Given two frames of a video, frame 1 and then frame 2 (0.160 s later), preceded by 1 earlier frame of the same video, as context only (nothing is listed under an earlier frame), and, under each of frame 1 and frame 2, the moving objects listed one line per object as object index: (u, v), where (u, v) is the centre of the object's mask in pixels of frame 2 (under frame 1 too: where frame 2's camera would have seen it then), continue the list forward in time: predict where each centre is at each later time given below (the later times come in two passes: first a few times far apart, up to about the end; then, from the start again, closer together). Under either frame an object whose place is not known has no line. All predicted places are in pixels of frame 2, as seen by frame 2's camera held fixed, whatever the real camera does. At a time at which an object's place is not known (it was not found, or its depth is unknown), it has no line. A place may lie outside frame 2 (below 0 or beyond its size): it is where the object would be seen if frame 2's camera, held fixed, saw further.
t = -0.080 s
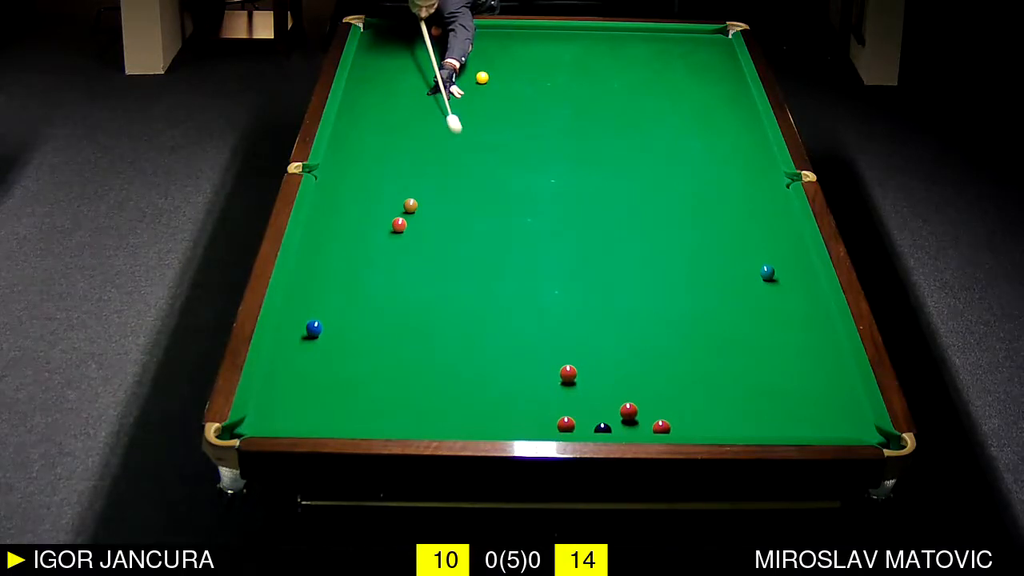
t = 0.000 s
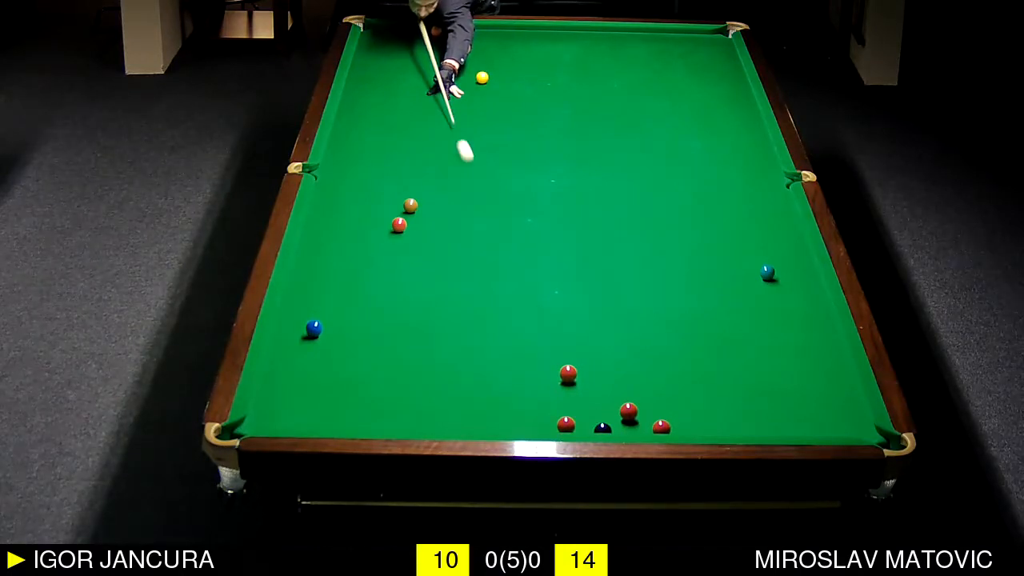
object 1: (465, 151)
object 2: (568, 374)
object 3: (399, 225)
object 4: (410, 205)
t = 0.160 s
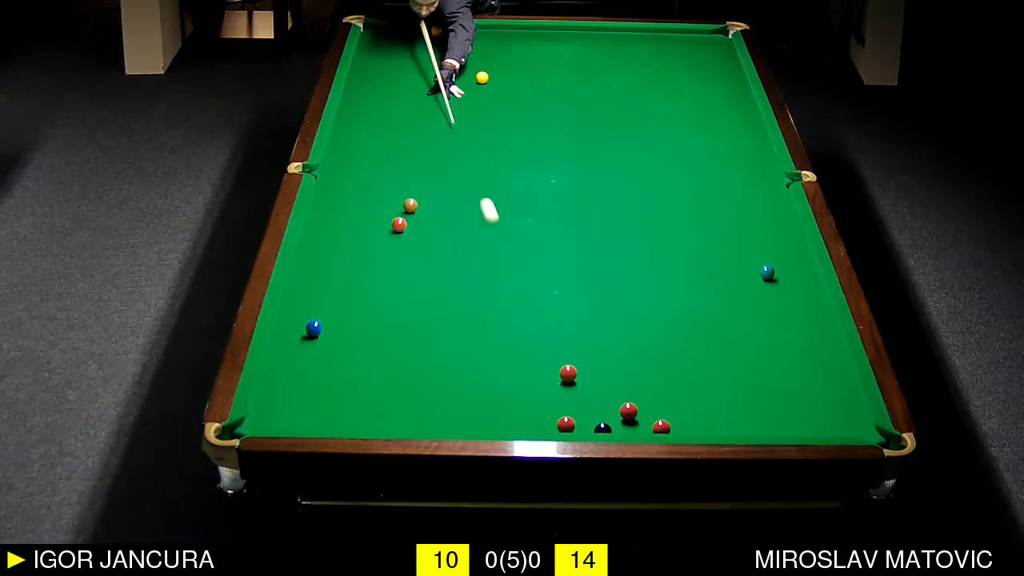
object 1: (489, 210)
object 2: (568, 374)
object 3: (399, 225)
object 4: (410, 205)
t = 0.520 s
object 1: (548, 356)
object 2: (568, 374)
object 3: (399, 225)
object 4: (410, 205)
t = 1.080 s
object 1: (463, 339)
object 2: (762, 427)
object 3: (399, 225)
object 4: (410, 205)
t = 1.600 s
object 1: (410, 244)
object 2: (840, 401)
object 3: (399, 225)
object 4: (410, 205)
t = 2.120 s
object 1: (401, 217)
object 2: (760, 379)
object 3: (369, 182)
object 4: (410, 205)
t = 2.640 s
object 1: (391, 205)
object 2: (692, 360)
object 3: (343, 144)
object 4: (416, 202)
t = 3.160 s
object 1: (380, 198)
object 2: (635, 344)
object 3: (352, 116)
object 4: (421, 200)
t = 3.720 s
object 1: (373, 194)
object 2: (584, 330)
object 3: (372, 91)
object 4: (421, 200)
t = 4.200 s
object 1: (371, 192)
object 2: (549, 321)
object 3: (387, 74)
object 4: (421, 200)
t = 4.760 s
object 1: (371, 192)
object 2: (517, 312)
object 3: (400, 57)
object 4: (421, 199)
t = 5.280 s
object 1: (371, 192)
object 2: (495, 307)
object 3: (411, 44)
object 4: (421, 200)
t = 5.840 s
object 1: (371, 192)
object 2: (480, 303)
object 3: (421, 33)
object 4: (421, 200)
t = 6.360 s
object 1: (371, 192)
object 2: (475, 301)
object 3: (427, 27)
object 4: (421, 200)
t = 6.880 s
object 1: (371, 192)
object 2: (474, 301)
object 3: (425, 30)
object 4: (421, 200)
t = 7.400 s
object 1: (371, 192)
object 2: (474, 301)
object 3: (424, 31)
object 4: (421, 199)
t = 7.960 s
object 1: (371, 192)
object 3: (424, 31)
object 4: (421, 199)
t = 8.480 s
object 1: (371, 192)
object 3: (424, 31)
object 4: (421, 199)
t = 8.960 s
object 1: (371, 193)
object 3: (424, 31)
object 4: (421, 199)
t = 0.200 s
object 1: (495, 226)
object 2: (568, 374)
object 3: (399, 225)
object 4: (410, 205)
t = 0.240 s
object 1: (501, 242)
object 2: (568, 374)
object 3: (399, 225)
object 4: (410, 205)
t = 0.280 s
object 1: (508, 257)
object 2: (568, 374)
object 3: (399, 225)
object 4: (410, 205)
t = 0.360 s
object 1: (521, 289)
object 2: (568, 374)
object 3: (399, 225)
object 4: (410, 205)
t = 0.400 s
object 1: (527, 305)
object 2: (568, 374)
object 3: (399, 225)
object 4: (410, 205)
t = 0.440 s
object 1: (534, 321)
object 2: (568, 374)
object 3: (399, 225)
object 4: (410, 205)
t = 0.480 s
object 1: (541, 338)
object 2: (568, 374)
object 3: (399, 225)
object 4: (410, 205)
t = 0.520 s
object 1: (548, 356)
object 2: (568, 374)
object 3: (399, 225)
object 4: (410, 205)
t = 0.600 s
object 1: (537, 385)
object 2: (594, 381)
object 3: (399, 225)
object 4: (410, 205)
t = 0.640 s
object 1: (526, 398)
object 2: (611, 386)
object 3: (399, 225)
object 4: (410, 205)
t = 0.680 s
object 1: (517, 412)
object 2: (628, 392)
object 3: (399, 225)
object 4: (410, 205)
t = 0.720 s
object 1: (510, 423)
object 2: (643, 398)
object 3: (399, 225)
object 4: (410, 205)
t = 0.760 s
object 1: (503, 418)
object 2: (657, 403)
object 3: (399, 225)
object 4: (410, 205)
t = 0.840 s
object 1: (492, 394)
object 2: (685, 412)
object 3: (399, 225)
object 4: (410, 205)
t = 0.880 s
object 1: (487, 384)
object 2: (699, 416)
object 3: (399, 225)
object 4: (410, 205)
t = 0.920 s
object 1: (482, 374)
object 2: (713, 420)
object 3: (399, 225)
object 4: (410, 205)
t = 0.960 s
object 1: (477, 365)
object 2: (727, 424)
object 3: (399, 225)
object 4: (410, 205)
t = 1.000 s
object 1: (472, 356)
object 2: (739, 428)
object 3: (399, 225)
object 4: (410, 205)
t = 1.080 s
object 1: (463, 339)
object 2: (762, 427)
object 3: (399, 225)
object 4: (410, 205)
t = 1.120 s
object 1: (458, 331)
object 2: (771, 426)
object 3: (399, 225)
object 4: (410, 205)
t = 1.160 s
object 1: (454, 322)
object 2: (781, 424)
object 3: (399, 225)
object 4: (410, 205)
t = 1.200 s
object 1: (450, 315)
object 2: (791, 421)
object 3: (399, 225)
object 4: (410, 205)
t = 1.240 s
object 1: (445, 307)
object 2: (800, 419)
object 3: (399, 225)
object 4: (410, 205)
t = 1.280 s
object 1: (441, 299)
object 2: (809, 417)
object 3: (399, 225)
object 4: (410, 205)
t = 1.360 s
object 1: (433, 285)
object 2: (827, 413)
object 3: (399, 225)
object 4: (410, 205)
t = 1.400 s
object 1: (429, 278)
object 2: (836, 411)
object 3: (399, 225)
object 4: (410, 205)
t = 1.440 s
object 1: (425, 271)
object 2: (844, 409)
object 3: (399, 225)
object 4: (410, 205)
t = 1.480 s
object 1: (421, 264)
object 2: (853, 407)
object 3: (399, 225)
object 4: (410, 205)
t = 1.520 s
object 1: (418, 257)
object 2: (855, 405)
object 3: (399, 225)
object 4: (410, 205)
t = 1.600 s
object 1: (410, 244)
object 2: (840, 401)
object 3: (399, 225)
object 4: (410, 205)
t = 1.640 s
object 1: (407, 238)
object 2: (833, 399)
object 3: (398, 224)
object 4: (410, 205)
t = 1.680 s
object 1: (404, 232)
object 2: (827, 397)
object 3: (397, 222)
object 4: (410, 205)
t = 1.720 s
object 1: (403, 231)
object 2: (821, 396)
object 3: (395, 219)
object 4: (410, 205)
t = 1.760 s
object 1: (403, 230)
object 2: (814, 394)
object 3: (392, 215)
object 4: (410, 205)
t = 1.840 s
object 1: (403, 227)
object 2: (802, 390)
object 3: (386, 206)
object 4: (410, 205)
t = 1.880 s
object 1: (403, 226)
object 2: (796, 388)
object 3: (383, 202)
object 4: (410, 205)
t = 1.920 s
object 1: (402, 224)
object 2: (790, 387)
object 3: (381, 198)
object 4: (410, 205)
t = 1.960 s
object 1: (402, 223)
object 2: (784, 385)
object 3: (378, 195)
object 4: (410, 205)
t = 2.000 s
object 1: (402, 221)
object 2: (777, 383)
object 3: (376, 192)
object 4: (410, 205)
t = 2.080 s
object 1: (401, 219)
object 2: (766, 380)
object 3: (372, 185)
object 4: (410, 205)
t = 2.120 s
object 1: (401, 217)
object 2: (760, 379)
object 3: (369, 182)
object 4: (410, 205)
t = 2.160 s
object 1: (401, 216)
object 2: (754, 377)
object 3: (367, 179)
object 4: (410, 205)
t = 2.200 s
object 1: (400, 214)
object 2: (749, 375)
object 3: (365, 176)
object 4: (411, 205)
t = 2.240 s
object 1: (400, 213)
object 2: (744, 374)
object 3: (363, 173)
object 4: (411, 204)
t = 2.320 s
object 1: (399, 211)
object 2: (733, 371)
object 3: (359, 167)
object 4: (411, 205)
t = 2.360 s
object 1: (398, 210)
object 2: (727, 369)
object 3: (357, 164)
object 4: (412, 204)
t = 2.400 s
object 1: (397, 209)
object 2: (722, 368)
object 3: (355, 161)
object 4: (412, 204)
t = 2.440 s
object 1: (396, 208)
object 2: (717, 366)
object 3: (353, 158)
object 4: (412, 204)
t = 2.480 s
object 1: (395, 207)
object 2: (712, 365)
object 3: (351, 155)
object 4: (412, 204)
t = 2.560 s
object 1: (393, 206)
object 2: (702, 362)
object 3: (347, 150)
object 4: (414, 203)
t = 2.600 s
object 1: (392, 205)
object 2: (697, 361)
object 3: (345, 147)
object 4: (415, 203)
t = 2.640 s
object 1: (391, 205)
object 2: (692, 360)
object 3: (343, 144)
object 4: (416, 202)
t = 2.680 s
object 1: (390, 204)
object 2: (687, 358)
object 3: (341, 142)
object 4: (416, 202)
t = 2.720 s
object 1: (389, 204)
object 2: (683, 357)
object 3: (340, 139)
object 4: (416, 202)
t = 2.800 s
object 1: (387, 202)
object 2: (673, 354)
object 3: (337, 134)
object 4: (417, 201)
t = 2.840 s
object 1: (386, 202)
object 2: (669, 353)
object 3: (338, 132)
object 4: (418, 201)
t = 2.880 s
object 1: (385, 201)
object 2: (664, 352)
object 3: (339, 130)
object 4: (418, 201)
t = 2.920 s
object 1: (384, 201)
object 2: (660, 350)
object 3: (341, 128)
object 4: (419, 201)
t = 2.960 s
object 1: (383, 200)
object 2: (656, 349)
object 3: (343, 125)
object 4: (419, 201)
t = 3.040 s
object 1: (382, 199)
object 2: (647, 347)
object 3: (347, 122)
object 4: (420, 200)
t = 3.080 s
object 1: (381, 199)
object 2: (643, 346)
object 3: (348, 120)
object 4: (420, 200)
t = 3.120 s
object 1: (380, 198)
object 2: (639, 345)
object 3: (350, 118)
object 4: (420, 200)
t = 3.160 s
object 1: (380, 198)
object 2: (635, 344)
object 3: (352, 116)
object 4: (421, 200)
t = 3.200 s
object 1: (379, 198)
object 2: (631, 342)
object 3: (353, 114)
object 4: (421, 200)
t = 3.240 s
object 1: (378, 197)
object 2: (627, 341)
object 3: (355, 112)
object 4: (421, 200)
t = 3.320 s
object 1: (377, 196)
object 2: (619, 339)
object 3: (358, 109)
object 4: (421, 200)
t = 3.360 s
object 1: (377, 196)
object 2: (615, 338)
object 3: (360, 106)
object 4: (421, 200)
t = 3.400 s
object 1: (376, 196)
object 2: (612, 337)
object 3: (361, 105)
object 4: (421, 200)
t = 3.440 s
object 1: (376, 195)
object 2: (608, 336)
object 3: (363, 103)
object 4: (421, 200)
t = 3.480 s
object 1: (375, 195)
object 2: (604, 335)
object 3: (364, 101)
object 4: (421, 200)
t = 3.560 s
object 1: (374, 194)
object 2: (597, 333)
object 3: (367, 98)
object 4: (421, 200)
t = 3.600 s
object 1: (374, 194)
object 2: (594, 332)
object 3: (368, 96)
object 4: (421, 200)
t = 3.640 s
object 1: (373, 194)
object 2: (590, 332)
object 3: (369, 94)
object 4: (421, 200)
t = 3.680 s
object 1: (373, 194)
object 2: (587, 331)
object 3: (371, 93)
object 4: (421, 200)
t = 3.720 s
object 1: (373, 194)
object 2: (584, 330)
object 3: (372, 91)
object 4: (421, 200)
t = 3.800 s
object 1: (372, 193)
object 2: (577, 328)
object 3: (375, 88)
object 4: (421, 199)
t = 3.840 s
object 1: (372, 193)
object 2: (574, 327)
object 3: (376, 87)
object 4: (421, 200)
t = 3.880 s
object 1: (372, 193)
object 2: (571, 326)
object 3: (377, 85)
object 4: (421, 200)
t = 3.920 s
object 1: (371, 193)
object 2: (568, 326)
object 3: (378, 84)
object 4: (421, 200)
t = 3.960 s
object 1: (371, 193)
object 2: (565, 325)
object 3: (380, 82)
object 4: (421, 200)
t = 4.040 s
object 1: (371, 193)
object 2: (560, 324)
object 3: (382, 79)
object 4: (421, 200)
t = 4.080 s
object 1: (371, 193)
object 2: (557, 323)
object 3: (383, 78)
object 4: (421, 200)
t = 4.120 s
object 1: (371, 193)
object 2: (554, 322)
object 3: (384, 76)
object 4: (421, 200)
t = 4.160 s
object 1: (371, 192)
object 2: (551, 321)
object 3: (385, 75)
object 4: (421, 200)
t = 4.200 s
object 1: (371, 192)
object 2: (549, 321)
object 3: (387, 74)
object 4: (421, 200)
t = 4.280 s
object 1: (371, 192)
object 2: (543, 319)
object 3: (389, 71)
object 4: (421, 200)
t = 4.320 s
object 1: (371, 192)
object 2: (541, 319)
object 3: (390, 70)
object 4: (421, 200)
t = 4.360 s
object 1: (371, 192)
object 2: (538, 318)
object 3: (391, 69)
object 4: (421, 200)
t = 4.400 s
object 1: (371, 192)
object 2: (536, 317)
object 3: (392, 68)
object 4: (421, 200)
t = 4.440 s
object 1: (371, 192)
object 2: (534, 317)
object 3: (393, 66)
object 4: (421, 200)
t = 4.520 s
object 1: (371, 192)
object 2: (529, 316)
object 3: (395, 64)
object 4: (421, 199)
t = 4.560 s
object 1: (371, 192)
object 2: (527, 315)
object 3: (396, 63)
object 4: (421, 199)
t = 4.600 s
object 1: (371, 192)
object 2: (525, 314)
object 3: (397, 62)
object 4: (421, 199)
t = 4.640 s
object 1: (371, 192)
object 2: (523, 314)
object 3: (398, 60)
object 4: (421, 200)
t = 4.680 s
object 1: (371, 192)
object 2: (521, 313)
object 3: (399, 59)
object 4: (421, 199)
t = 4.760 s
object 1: (371, 192)
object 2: (517, 312)
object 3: (400, 57)
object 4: (421, 199)
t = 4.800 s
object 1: (371, 192)
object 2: (515, 312)
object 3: (401, 56)
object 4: (421, 199)
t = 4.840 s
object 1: (371, 192)
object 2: (513, 311)
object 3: (402, 55)
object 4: (421, 199)
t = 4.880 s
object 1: (371, 192)
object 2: (511, 311)
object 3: (403, 54)
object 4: (421, 199)
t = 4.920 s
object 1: (371, 192)
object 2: (509, 310)
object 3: (404, 53)
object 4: (421, 199)
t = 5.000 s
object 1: (371, 192)
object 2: (506, 309)
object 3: (406, 51)
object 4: (421, 199)
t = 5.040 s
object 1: (371, 192)
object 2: (504, 309)
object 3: (407, 50)
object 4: (421, 199)
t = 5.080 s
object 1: (371, 192)
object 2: (502, 308)
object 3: (407, 49)
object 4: (421, 200)
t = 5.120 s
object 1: (371, 192)
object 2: (501, 308)
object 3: (408, 48)
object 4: (421, 200)
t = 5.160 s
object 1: (371, 192)
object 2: (499, 308)
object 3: (409, 47)
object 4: (421, 200)
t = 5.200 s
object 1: (371, 192)
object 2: (498, 307)
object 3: (410, 46)
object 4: (421, 200)
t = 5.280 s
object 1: (371, 192)
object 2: (495, 307)
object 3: (411, 44)
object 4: (421, 200)
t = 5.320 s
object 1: (371, 192)
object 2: (493, 306)
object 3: (412, 43)
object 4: (421, 200)
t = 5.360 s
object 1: (371, 192)
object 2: (492, 306)
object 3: (413, 42)
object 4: (421, 200)
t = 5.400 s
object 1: (371, 192)
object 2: (491, 306)
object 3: (414, 41)
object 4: (421, 200)
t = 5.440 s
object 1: (371, 192)
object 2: (490, 306)
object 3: (414, 40)
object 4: (421, 200)
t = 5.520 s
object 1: (371, 192)
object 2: (487, 305)
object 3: (416, 39)
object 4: (421, 200)
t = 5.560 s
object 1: (371, 192)
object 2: (487, 305)
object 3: (416, 38)
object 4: (421, 200)
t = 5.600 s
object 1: (371, 192)
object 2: (485, 304)
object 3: (417, 37)
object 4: (421, 200)
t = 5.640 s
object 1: (371, 192)
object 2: (484, 304)
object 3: (418, 36)
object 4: (421, 200)
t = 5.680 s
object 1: (371, 192)
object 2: (483, 304)
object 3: (418, 36)
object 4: (421, 200)
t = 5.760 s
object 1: (371, 192)
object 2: (482, 303)
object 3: (420, 34)
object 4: (421, 200)
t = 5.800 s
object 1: (371, 192)
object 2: (481, 303)
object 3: (421, 33)
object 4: (421, 200)
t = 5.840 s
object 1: (371, 192)
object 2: (480, 303)
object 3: (421, 33)
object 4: (421, 200)
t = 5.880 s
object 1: (371, 192)
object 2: (479, 303)
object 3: (422, 32)
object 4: (421, 200)
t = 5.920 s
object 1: (371, 192)
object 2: (479, 302)
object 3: (422, 31)
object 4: (421, 200)
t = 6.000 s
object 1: (371, 192)
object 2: (478, 302)
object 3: (424, 30)
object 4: (421, 200)
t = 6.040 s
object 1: (371, 192)
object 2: (477, 302)
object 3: (424, 29)
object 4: (421, 200)
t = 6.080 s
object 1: (371, 192)
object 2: (477, 302)
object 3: (424, 29)
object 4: (421, 200)
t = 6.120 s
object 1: (371, 192)
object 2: (476, 302)
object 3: (425, 28)
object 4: (421, 200)
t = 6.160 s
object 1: (371, 192)
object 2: (476, 302)
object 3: (425, 27)
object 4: (421, 200)
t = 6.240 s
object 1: (371, 192)
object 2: (475, 301)
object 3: (426, 26)
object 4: (421, 200)
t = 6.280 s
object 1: (371, 192)
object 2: (475, 301)
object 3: (426, 26)
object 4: (421, 200)
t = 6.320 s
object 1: (371, 192)
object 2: (475, 301)
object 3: (426, 27)
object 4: (421, 200)
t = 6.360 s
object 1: (371, 192)
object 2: (475, 301)
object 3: (427, 27)
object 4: (421, 200)
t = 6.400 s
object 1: (371, 192)
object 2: (474, 301)
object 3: (427, 27)
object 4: (421, 200)
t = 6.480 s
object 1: (371, 192)
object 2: (474, 301)
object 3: (426, 28)
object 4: (421, 200)
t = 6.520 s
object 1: (371, 192)
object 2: (474, 301)
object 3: (427, 28)
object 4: (421, 200)
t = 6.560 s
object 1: (371, 192)
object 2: (474, 301)
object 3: (427, 29)
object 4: (421, 200)
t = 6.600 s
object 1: (371, 192)
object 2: (474, 301)
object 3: (427, 29)
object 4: (421, 200)
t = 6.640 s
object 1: (371, 192)
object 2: (474, 301)
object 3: (427, 29)
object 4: (421, 200)
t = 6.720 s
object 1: (371, 192)
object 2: (474, 301)
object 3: (426, 30)
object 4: (421, 200)
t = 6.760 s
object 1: (371, 192)
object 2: (474, 301)
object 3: (426, 30)
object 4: (421, 200)
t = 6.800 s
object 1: (371, 192)
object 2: (474, 301)
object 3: (426, 30)
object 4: (421, 200)
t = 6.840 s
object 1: (371, 192)
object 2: (474, 301)
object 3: (426, 30)
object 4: (421, 200)
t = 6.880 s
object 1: (371, 192)
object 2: (474, 301)
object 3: (425, 30)
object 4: (421, 200)
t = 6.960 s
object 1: (371, 192)
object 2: (474, 301)
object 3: (425, 30)
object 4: (421, 200)
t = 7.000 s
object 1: (371, 192)
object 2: (475, 301)
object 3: (425, 31)
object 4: (421, 199)
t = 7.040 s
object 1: (371, 192)
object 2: (474, 301)
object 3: (425, 31)
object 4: (421, 199)
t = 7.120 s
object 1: (371, 192)
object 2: (474, 301)
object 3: (425, 31)
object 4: (421, 199)
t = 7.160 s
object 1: (371, 192)
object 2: (474, 301)
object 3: (424, 31)
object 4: (421, 199)
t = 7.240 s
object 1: (371, 192)
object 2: (474, 301)
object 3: (424, 31)
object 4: (421, 199)
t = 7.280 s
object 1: (371, 192)
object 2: (474, 301)
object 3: (424, 31)
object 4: (421, 199)
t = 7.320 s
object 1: (371, 192)
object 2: (474, 301)
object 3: (424, 31)
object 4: (421, 199)
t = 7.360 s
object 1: (371, 192)
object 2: (474, 301)
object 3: (424, 31)
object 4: (421, 199)
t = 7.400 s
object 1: (371, 192)
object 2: (474, 301)
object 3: (424, 31)
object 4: (421, 199)
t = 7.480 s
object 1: (371, 192)
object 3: (424, 31)
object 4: (421, 199)
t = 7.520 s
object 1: (371, 192)
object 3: (424, 31)
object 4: (421, 199)
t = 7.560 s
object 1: (371, 192)
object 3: (424, 31)
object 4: (421, 199)
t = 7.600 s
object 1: (371, 192)
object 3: (424, 31)
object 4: (421, 199)
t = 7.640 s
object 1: (371, 192)
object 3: (424, 31)
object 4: (421, 199)
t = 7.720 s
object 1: (371, 192)
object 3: (424, 31)
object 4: (421, 199)
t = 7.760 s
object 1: (371, 192)
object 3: (424, 31)
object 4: (421, 199)
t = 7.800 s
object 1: (371, 192)
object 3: (424, 31)
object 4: (421, 199)
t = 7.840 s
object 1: (371, 192)
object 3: (424, 31)
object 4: (421, 199)
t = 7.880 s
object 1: (371, 192)
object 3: (424, 31)
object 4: (421, 199)
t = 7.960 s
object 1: (371, 192)
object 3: (424, 31)
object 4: (421, 199)
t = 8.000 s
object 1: (371, 192)
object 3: (424, 31)
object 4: (421, 199)
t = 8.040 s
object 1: (371, 192)
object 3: (424, 31)
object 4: (421, 199)
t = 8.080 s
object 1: (371, 192)
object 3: (424, 31)
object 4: (421, 199)
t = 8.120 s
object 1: (371, 192)
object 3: (424, 31)
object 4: (421, 199)
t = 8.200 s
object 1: (371, 192)
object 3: (424, 31)
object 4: (421, 199)
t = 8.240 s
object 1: (371, 192)
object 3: (424, 31)
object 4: (421, 199)
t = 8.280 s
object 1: (371, 192)
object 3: (424, 31)
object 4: (421, 199)
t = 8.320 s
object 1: (371, 192)
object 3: (424, 31)
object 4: (421, 199)
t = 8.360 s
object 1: (371, 192)
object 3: (424, 31)
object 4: (421, 199)
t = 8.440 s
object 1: (371, 192)
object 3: (424, 31)
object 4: (421, 199)
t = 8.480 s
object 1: (371, 192)
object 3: (424, 31)
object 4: (421, 199)
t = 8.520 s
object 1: (371, 192)
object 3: (424, 31)
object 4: (421, 199)
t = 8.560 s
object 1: (371, 192)
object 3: (424, 31)
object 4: (421, 199)
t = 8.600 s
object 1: (371, 193)
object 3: (424, 31)
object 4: (421, 199)
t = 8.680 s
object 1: (371, 193)
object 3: (424, 31)
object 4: (421, 199)
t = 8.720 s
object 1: (371, 193)
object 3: (424, 31)
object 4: (421, 199)
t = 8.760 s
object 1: (371, 193)
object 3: (424, 31)
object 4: (421, 199)
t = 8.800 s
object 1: (371, 193)
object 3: (424, 31)
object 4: (421, 199)
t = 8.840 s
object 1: (371, 193)
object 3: (424, 31)
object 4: (421, 199)
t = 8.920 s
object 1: (371, 193)
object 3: (424, 31)
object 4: (421, 199)
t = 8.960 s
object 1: (371, 193)
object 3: (424, 31)
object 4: (421, 199)
